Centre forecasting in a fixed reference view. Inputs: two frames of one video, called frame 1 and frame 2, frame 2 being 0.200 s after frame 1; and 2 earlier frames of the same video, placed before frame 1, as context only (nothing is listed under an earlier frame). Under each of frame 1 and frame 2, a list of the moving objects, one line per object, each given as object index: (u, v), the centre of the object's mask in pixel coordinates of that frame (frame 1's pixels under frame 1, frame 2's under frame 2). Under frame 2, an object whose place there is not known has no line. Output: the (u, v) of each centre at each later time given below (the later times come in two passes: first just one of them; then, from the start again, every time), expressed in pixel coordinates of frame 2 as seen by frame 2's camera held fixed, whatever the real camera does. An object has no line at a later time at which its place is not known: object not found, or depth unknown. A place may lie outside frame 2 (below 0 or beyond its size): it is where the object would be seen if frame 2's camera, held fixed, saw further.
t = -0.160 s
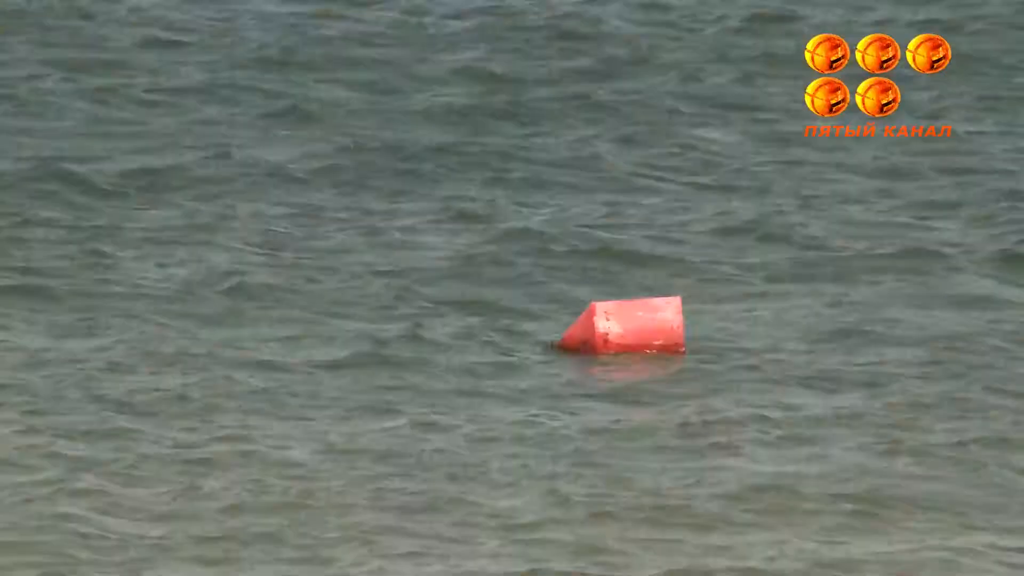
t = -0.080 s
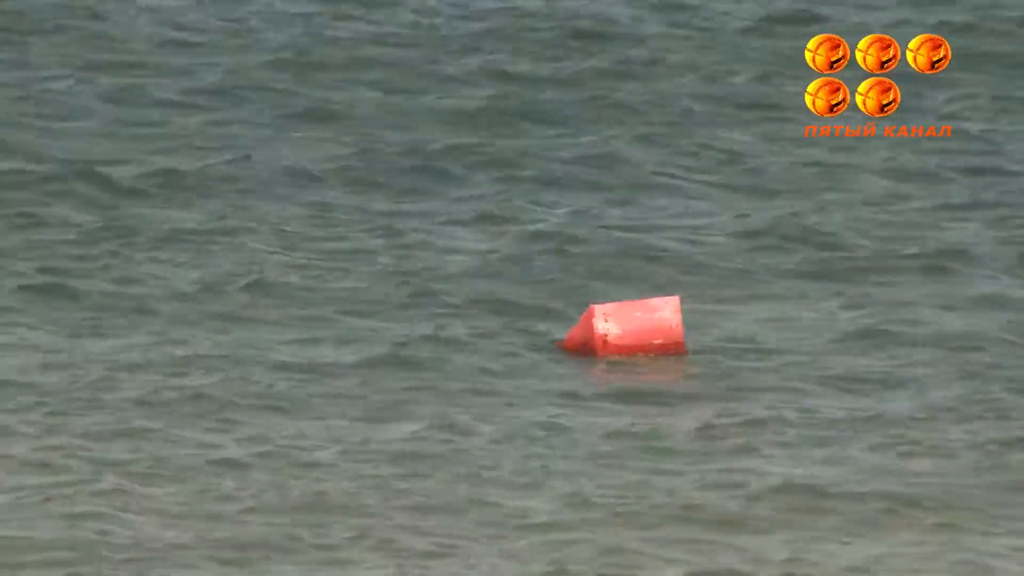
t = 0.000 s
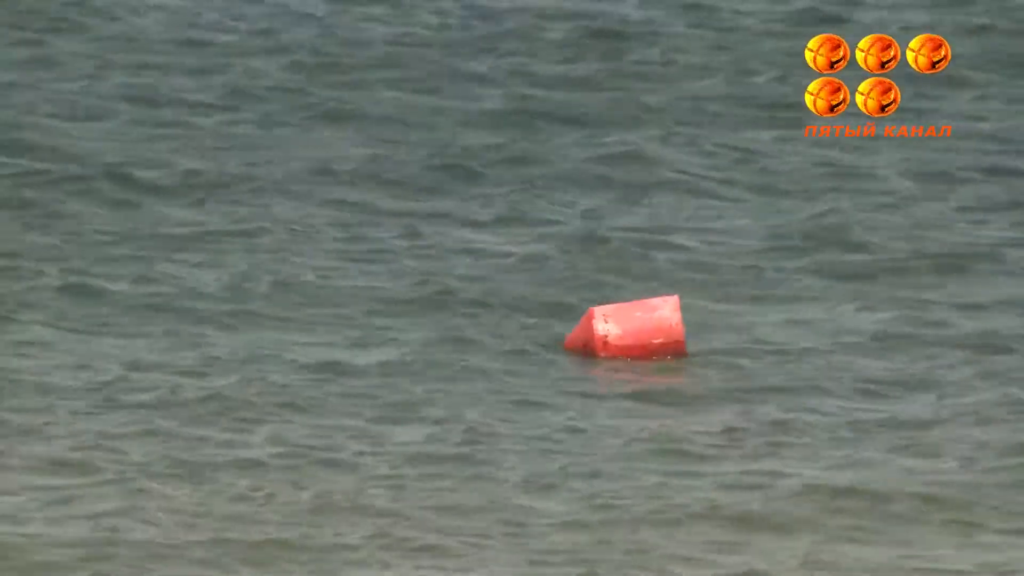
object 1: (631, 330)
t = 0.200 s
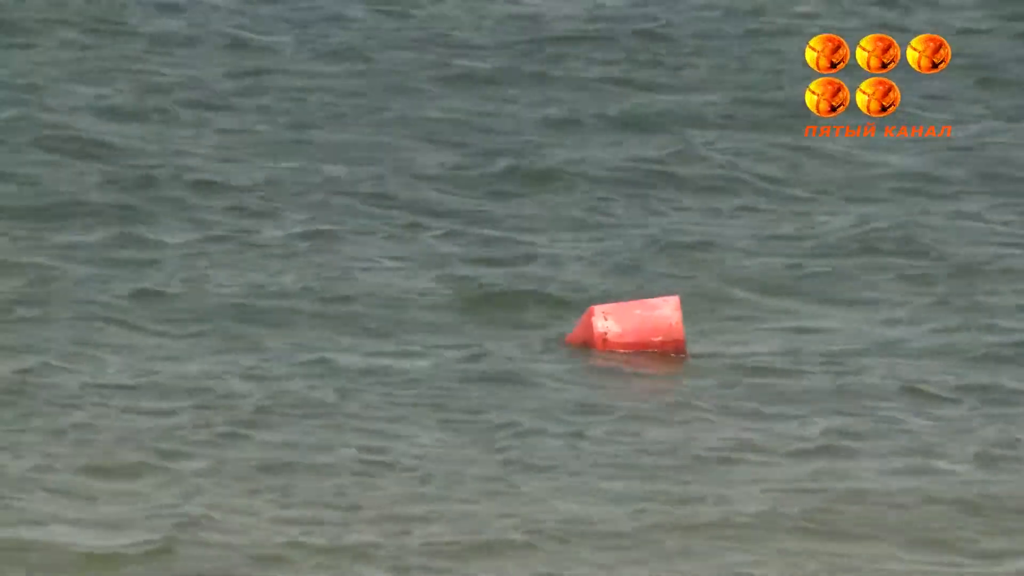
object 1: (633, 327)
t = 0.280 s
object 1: (617, 326)
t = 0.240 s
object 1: (624, 326)
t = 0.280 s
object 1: (617, 326)
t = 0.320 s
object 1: (609, 326)
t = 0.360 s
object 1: (601, 325)
